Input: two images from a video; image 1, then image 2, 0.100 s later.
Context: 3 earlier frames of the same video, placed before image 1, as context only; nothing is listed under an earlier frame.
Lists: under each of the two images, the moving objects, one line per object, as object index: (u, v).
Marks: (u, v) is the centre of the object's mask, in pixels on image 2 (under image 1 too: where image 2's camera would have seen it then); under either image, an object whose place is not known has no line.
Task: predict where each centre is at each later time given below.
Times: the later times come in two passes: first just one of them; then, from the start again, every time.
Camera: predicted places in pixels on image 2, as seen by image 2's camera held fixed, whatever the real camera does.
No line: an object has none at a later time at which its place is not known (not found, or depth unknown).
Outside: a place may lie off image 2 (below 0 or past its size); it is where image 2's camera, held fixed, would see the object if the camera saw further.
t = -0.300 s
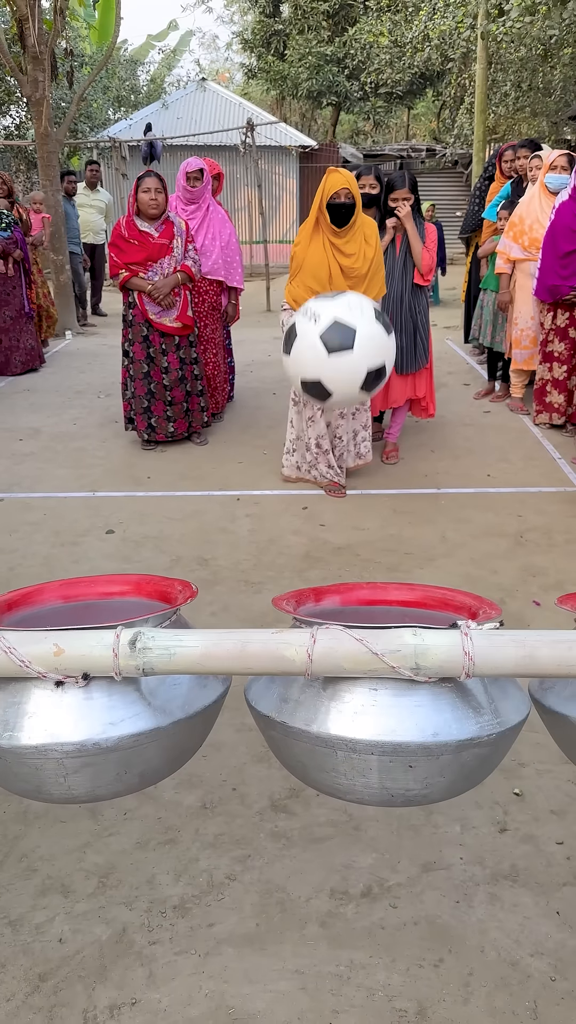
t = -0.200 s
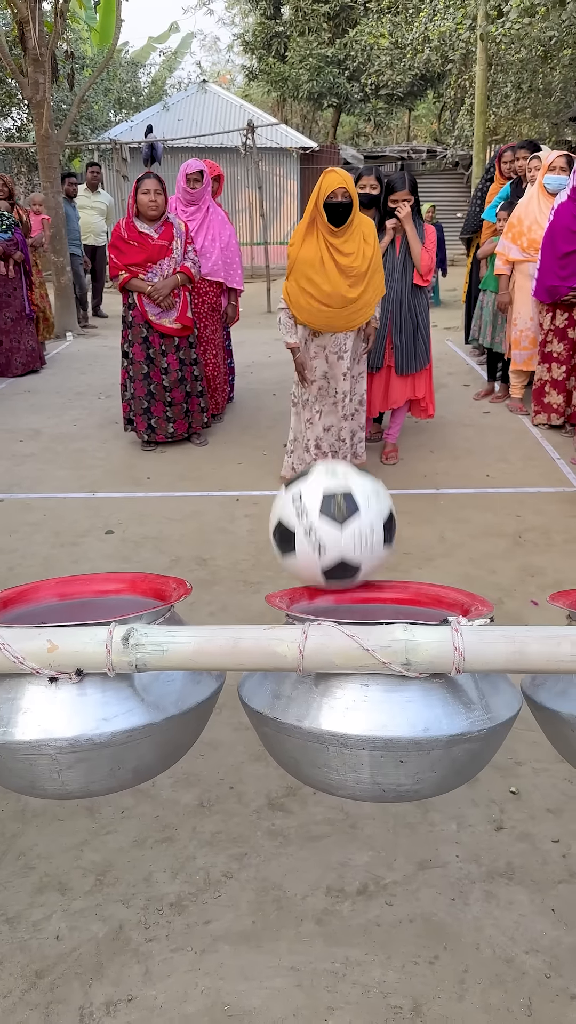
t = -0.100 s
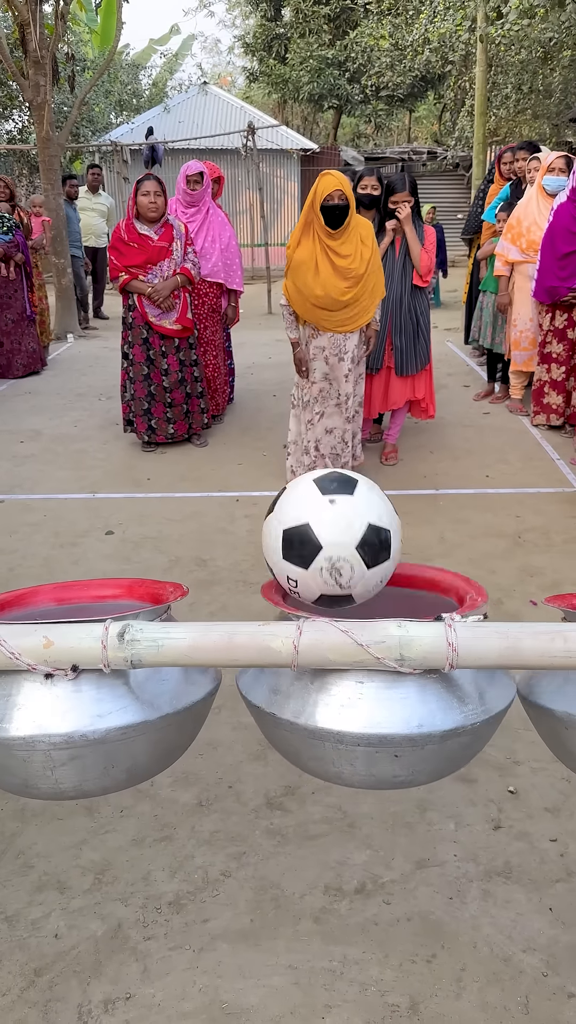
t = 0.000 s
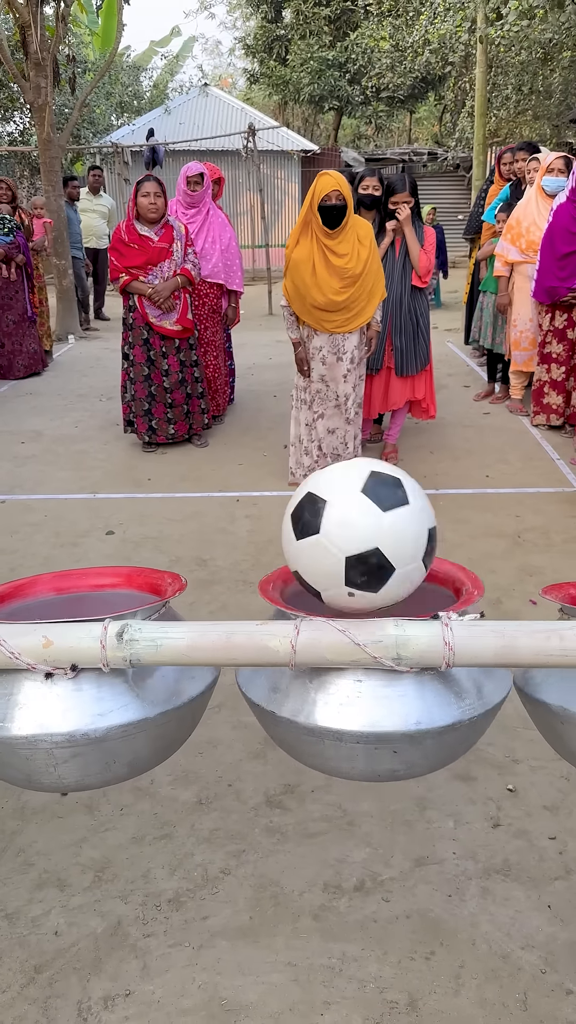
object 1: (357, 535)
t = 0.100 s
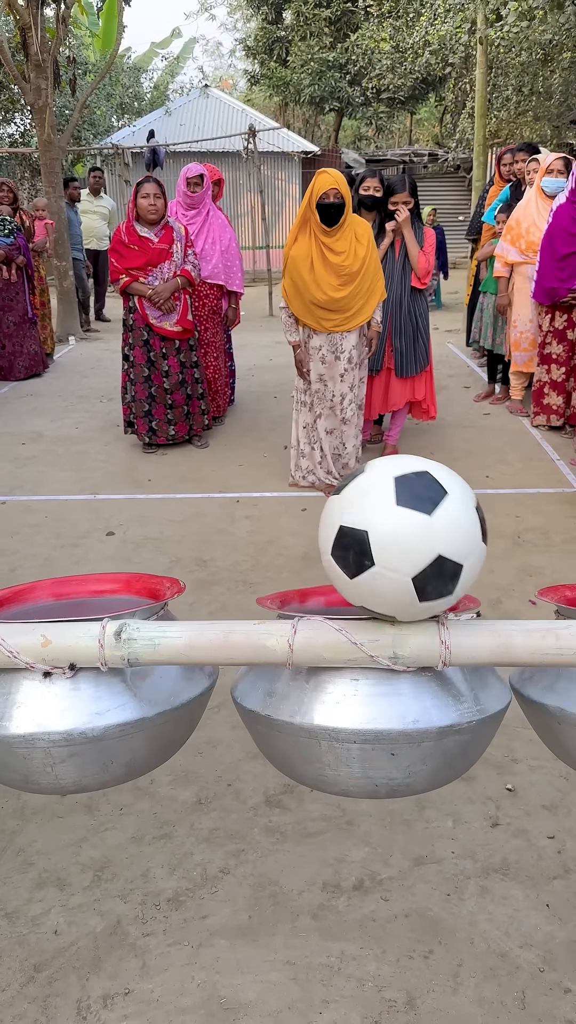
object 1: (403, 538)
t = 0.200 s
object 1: (456, 565)
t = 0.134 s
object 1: (420, 542)
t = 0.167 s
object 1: (438, 552)
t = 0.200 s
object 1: (456, 565)
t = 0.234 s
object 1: (474, 585)
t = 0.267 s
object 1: (490, 612)
